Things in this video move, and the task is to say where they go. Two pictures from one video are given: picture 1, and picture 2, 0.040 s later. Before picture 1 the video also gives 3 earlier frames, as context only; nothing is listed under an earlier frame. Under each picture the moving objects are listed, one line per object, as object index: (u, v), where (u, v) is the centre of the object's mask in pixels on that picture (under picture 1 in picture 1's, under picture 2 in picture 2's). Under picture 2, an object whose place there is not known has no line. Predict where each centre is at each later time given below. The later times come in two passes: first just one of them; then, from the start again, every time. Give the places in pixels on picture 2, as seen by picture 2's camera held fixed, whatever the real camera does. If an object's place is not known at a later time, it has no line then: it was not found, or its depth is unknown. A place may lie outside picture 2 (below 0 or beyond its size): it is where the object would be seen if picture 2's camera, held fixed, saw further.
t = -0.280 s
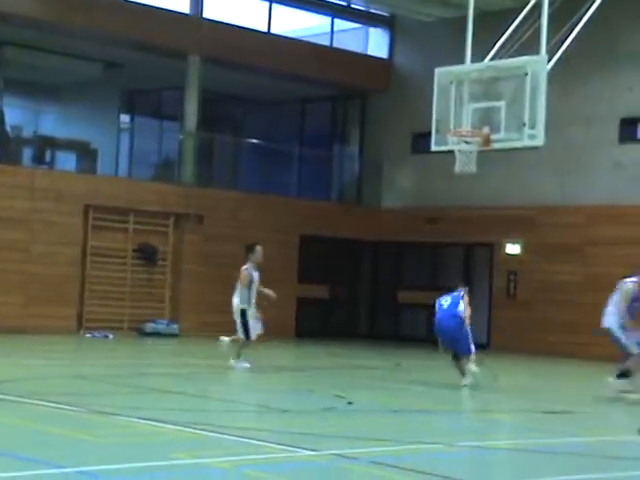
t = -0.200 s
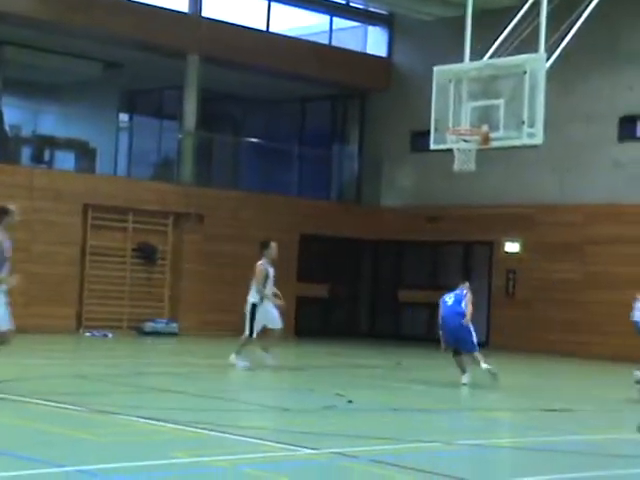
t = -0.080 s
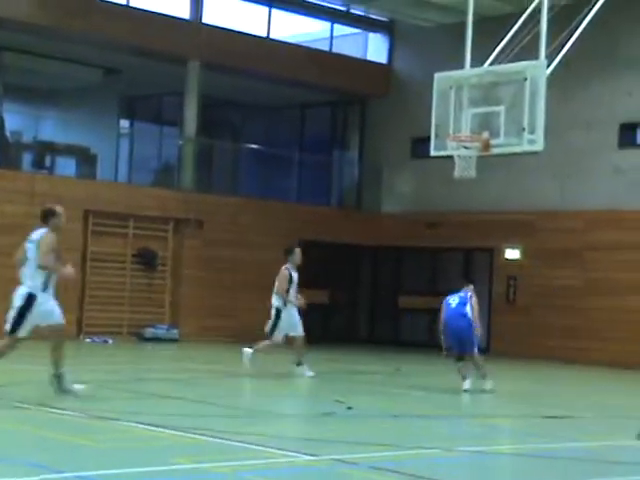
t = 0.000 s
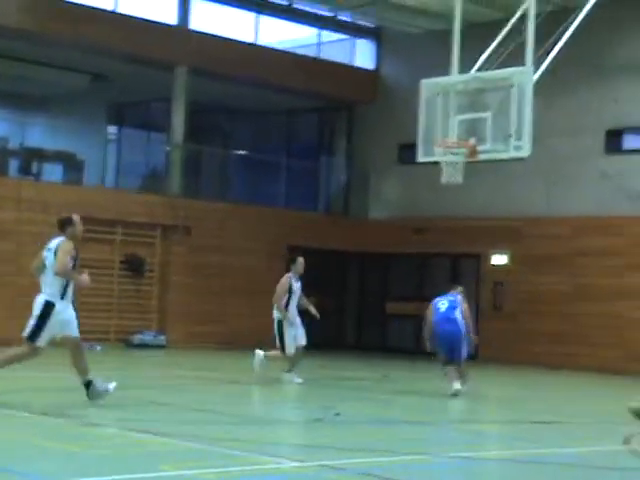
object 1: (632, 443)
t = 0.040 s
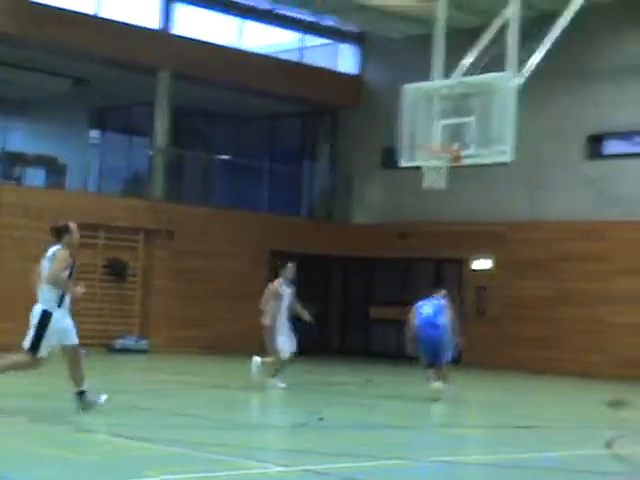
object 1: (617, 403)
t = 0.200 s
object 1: (590, 357)
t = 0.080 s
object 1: (612, 384)
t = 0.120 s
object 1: (602, 370)
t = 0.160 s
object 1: (597, 366)
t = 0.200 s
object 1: (590, 357)
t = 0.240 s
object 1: (582, 350)
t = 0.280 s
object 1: (577, 345)
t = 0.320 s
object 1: (571, 341)
